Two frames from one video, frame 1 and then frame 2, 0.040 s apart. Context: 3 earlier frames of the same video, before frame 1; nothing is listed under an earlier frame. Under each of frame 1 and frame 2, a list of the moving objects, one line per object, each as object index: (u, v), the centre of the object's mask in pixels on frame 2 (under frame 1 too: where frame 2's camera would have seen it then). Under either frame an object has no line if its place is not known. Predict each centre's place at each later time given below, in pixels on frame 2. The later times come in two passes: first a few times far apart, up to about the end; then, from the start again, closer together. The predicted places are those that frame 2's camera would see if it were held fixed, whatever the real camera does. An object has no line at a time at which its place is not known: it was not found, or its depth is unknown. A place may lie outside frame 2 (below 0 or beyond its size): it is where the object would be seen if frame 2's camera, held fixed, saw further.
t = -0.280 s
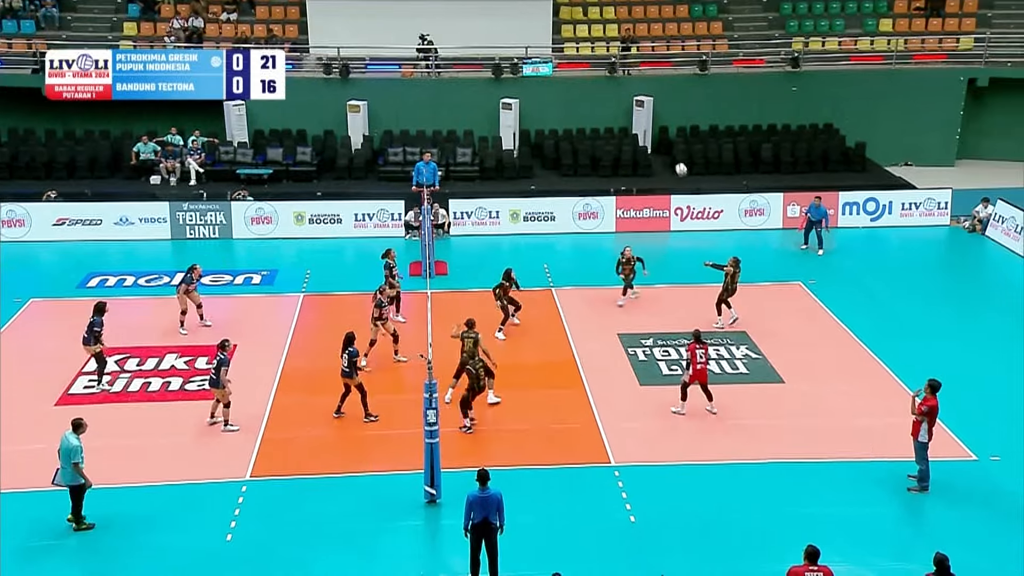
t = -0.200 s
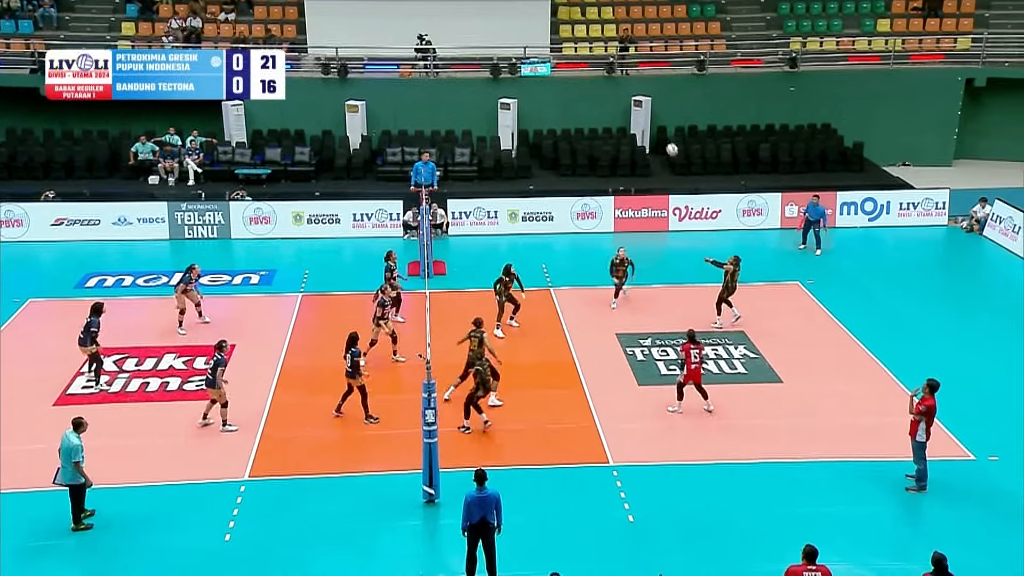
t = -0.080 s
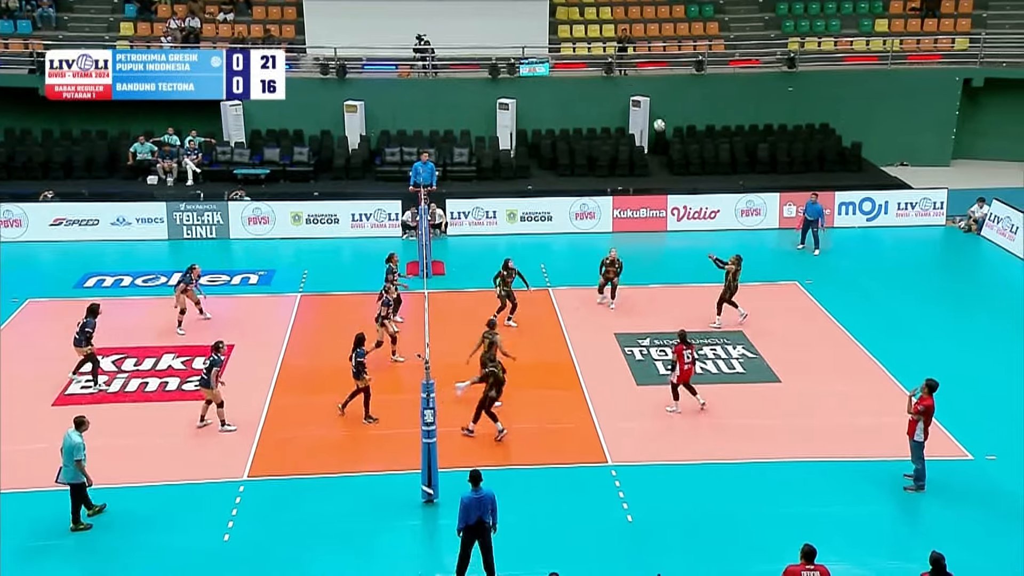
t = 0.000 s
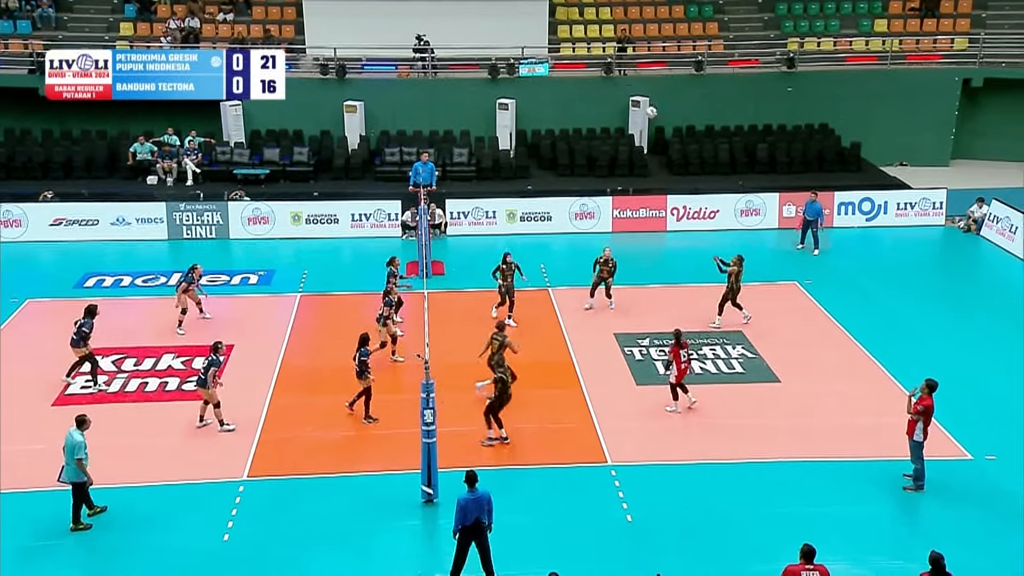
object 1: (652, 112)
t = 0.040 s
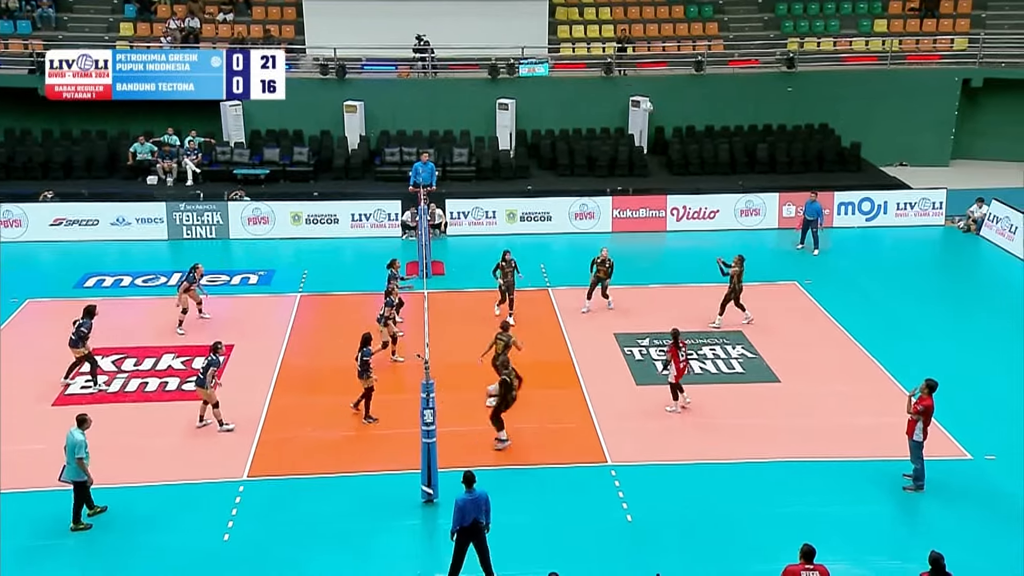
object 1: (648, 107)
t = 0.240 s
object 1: (627, 92)
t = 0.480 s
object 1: (604, 98)
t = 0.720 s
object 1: (580, 130)
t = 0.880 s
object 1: (563, 166)
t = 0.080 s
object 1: (643, 102)
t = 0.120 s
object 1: (640, 98)
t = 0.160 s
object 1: (635, 94)
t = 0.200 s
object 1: (632, 92)
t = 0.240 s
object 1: (627, 92)
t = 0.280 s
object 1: (624, 90)
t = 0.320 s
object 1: (620, 90)
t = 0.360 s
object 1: (616, 91)
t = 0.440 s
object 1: (608, 95)
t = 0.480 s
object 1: (604, 98)
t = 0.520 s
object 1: (600, 101)
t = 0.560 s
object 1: (596, 106)
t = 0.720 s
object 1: (580, 130)
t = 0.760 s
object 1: (576, 138)
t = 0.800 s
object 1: (571, 147)
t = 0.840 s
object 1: (567, 156)
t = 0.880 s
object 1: (563, 166)
